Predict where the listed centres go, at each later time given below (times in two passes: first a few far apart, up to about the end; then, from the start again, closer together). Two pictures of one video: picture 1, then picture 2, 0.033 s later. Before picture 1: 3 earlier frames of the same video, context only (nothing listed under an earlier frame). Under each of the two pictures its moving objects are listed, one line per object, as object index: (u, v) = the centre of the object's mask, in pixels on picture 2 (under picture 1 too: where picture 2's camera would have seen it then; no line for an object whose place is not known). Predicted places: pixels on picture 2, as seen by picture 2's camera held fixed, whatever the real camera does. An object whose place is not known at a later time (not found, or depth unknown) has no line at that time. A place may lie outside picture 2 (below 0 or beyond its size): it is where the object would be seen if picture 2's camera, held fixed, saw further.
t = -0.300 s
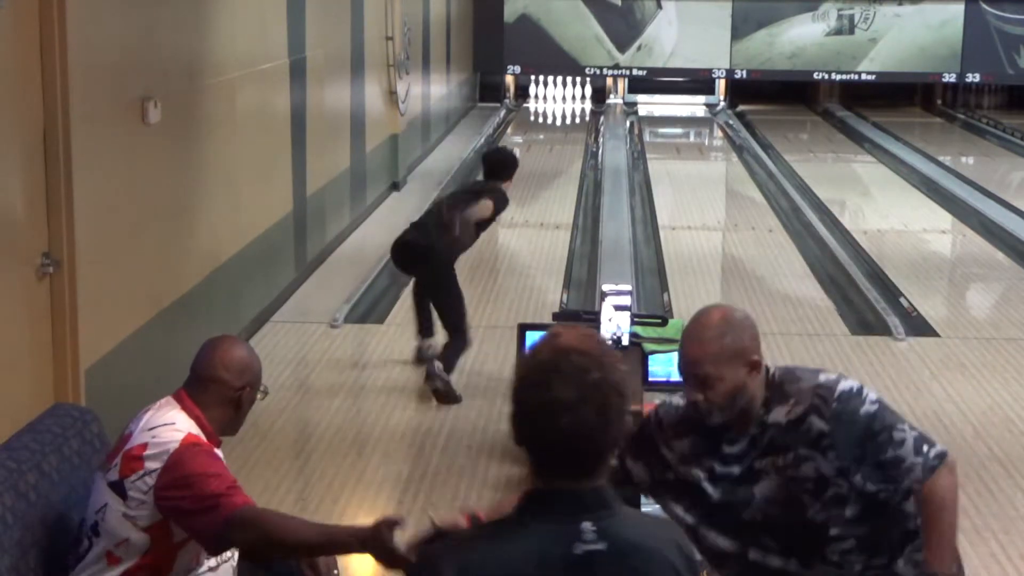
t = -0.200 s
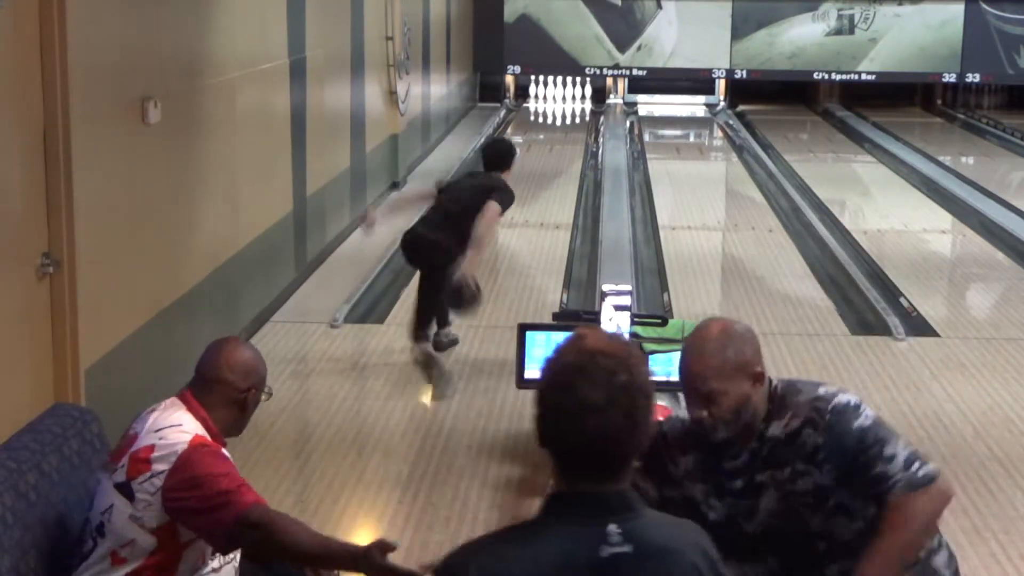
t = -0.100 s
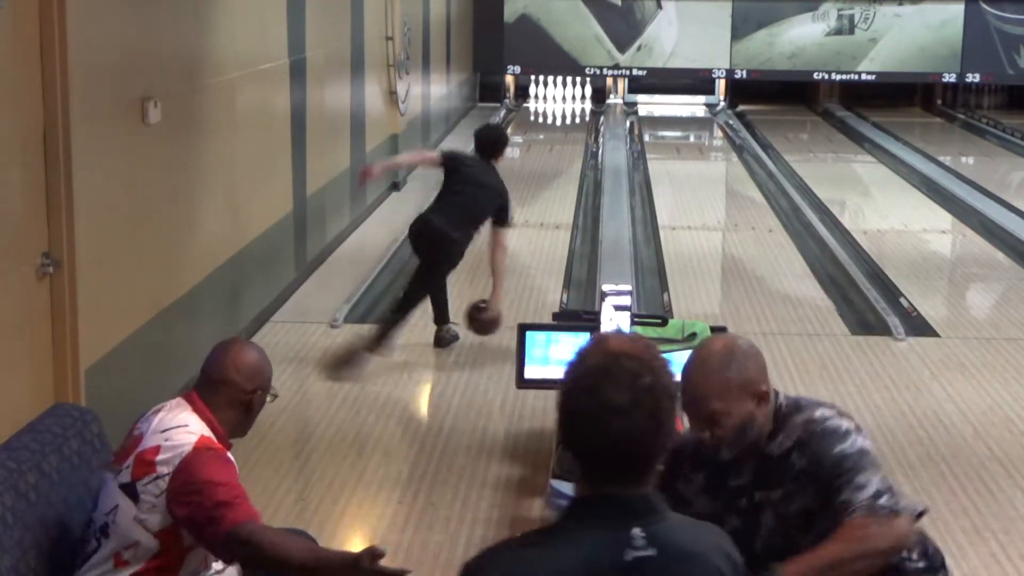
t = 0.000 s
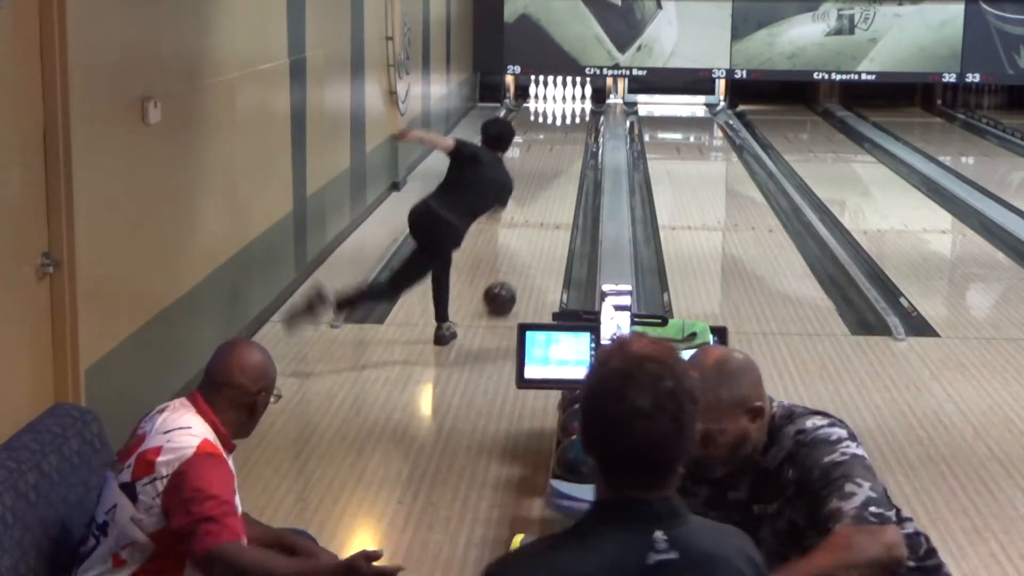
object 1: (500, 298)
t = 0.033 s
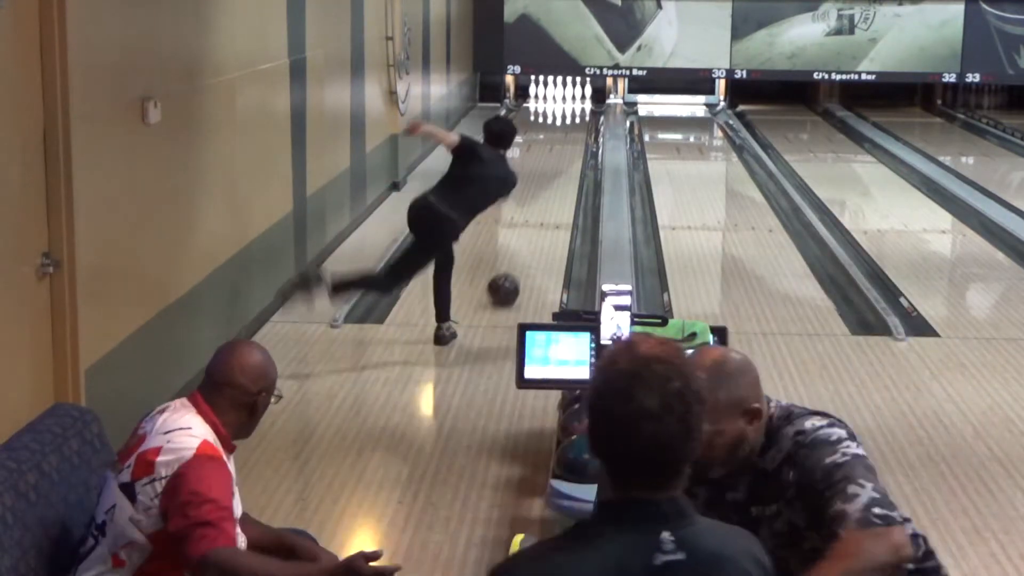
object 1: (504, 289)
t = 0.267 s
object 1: (526, 240)
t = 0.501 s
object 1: (549, 200)
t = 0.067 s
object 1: (507, 282)
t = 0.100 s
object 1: (511, 274)
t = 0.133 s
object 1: (514, 266)
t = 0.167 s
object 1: (517, 259)
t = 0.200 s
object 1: (520, 253)
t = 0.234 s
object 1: (523, 246)
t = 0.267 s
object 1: (526, 240)
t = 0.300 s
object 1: (529, 234)
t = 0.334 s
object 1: (531, 228)
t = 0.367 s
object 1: (533, 223)
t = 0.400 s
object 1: (536, 218)
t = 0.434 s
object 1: (537, 213)
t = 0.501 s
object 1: (549, 200)
